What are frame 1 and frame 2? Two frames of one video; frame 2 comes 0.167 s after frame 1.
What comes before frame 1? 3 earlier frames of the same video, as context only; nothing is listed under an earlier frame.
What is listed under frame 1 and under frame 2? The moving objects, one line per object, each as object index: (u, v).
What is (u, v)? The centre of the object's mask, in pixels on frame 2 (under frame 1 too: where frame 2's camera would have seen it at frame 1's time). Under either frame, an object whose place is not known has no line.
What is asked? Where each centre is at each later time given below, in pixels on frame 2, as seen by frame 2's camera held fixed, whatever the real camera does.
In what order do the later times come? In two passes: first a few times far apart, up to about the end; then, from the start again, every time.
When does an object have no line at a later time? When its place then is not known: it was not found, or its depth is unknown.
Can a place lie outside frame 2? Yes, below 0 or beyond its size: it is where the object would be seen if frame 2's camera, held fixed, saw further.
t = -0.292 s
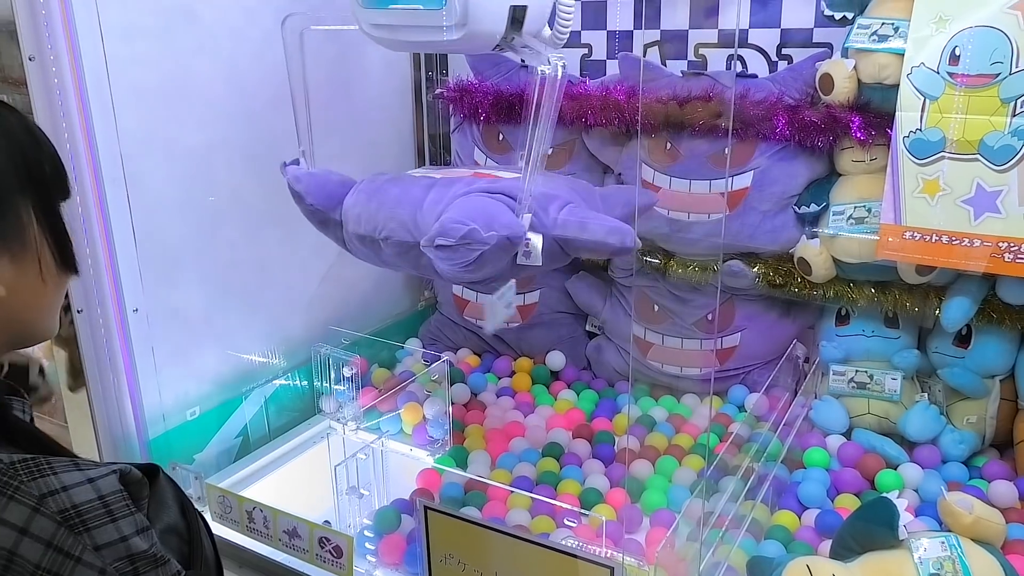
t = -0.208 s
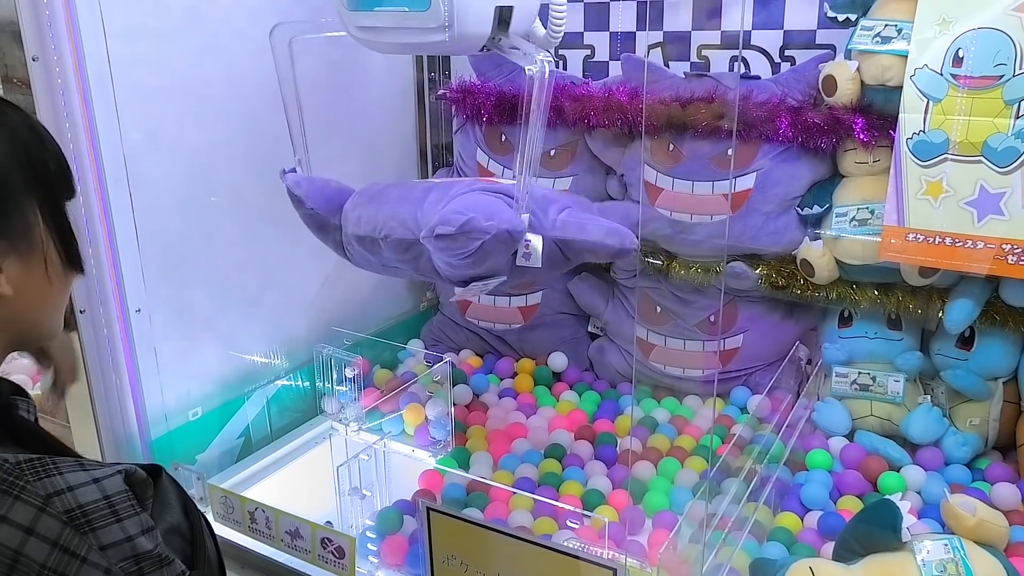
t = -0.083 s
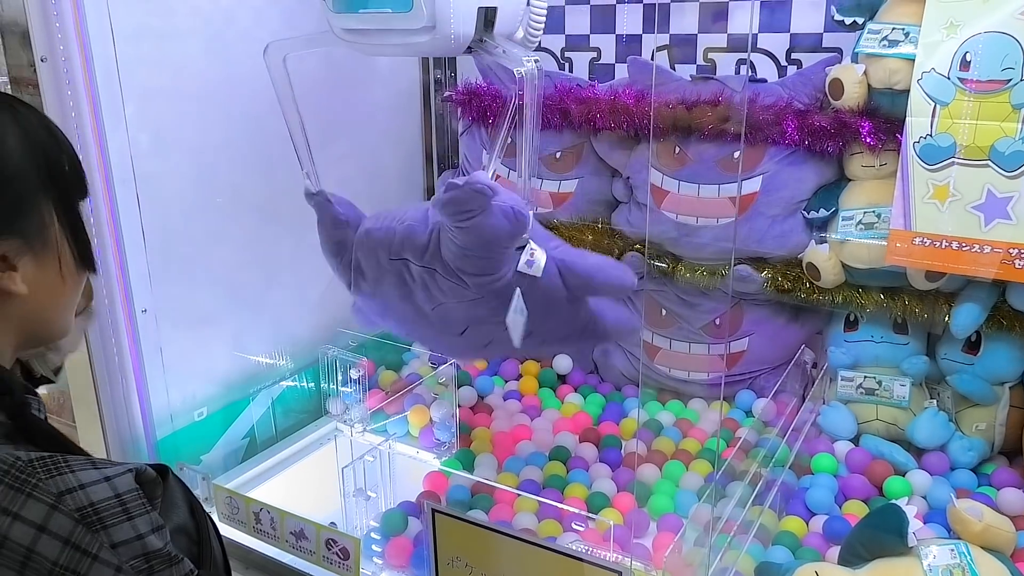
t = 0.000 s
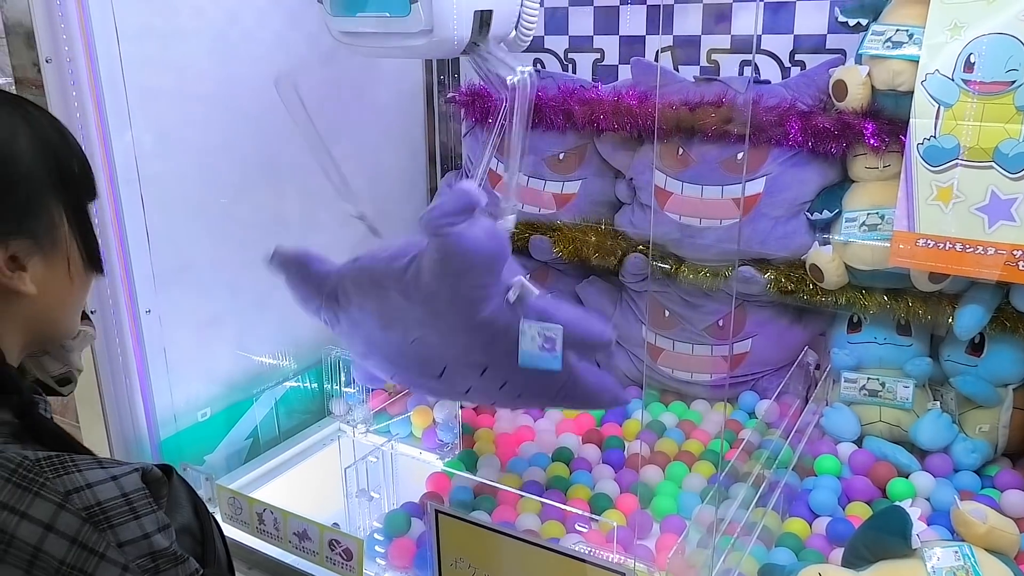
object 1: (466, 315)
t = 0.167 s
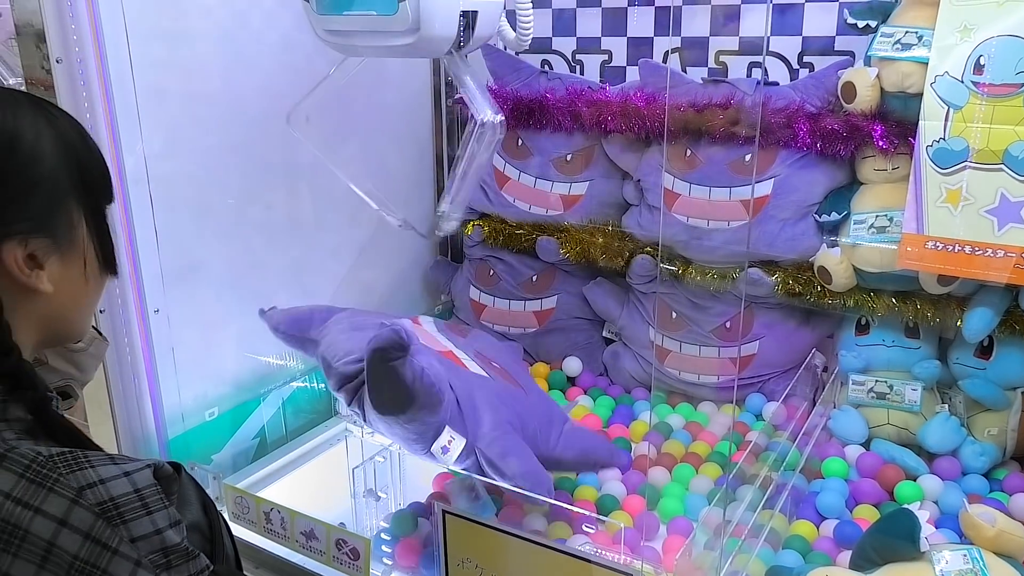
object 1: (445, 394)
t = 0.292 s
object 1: (453, 400)
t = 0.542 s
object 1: (497, 426)
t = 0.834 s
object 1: (528, 446)
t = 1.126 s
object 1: (527, 447)
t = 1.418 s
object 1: (523, 435)
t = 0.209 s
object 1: (445, 396)
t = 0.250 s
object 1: (449, 398)
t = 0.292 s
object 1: (453, 400)
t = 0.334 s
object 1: (463, 399)
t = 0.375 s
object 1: (470, 400)
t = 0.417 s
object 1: (478, 404)
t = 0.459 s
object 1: (484, 410)
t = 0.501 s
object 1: (492, 419)
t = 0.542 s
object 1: (497, 426)
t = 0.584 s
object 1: (508, 435)
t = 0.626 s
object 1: (514, 438)
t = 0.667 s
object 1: (518, 434)
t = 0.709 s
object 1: (526, 446)
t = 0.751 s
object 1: (527, 446)
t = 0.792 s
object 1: (527, 446)
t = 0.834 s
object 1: (528, 446)
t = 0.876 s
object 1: (526, 440)
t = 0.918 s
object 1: (526, 439)
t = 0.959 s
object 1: (527, 440)
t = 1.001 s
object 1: (528, 447)
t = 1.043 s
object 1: (527, 446)
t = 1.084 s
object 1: (527, 446)
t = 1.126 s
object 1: (527, 447)
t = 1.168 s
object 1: (528, 447)
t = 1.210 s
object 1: (528, 447)
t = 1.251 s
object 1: (527, 447)
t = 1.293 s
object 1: (527, 447)
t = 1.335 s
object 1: (527, 448)
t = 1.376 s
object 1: (526, 447)
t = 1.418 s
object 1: (523, 435)
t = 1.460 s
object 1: (526, 447)
